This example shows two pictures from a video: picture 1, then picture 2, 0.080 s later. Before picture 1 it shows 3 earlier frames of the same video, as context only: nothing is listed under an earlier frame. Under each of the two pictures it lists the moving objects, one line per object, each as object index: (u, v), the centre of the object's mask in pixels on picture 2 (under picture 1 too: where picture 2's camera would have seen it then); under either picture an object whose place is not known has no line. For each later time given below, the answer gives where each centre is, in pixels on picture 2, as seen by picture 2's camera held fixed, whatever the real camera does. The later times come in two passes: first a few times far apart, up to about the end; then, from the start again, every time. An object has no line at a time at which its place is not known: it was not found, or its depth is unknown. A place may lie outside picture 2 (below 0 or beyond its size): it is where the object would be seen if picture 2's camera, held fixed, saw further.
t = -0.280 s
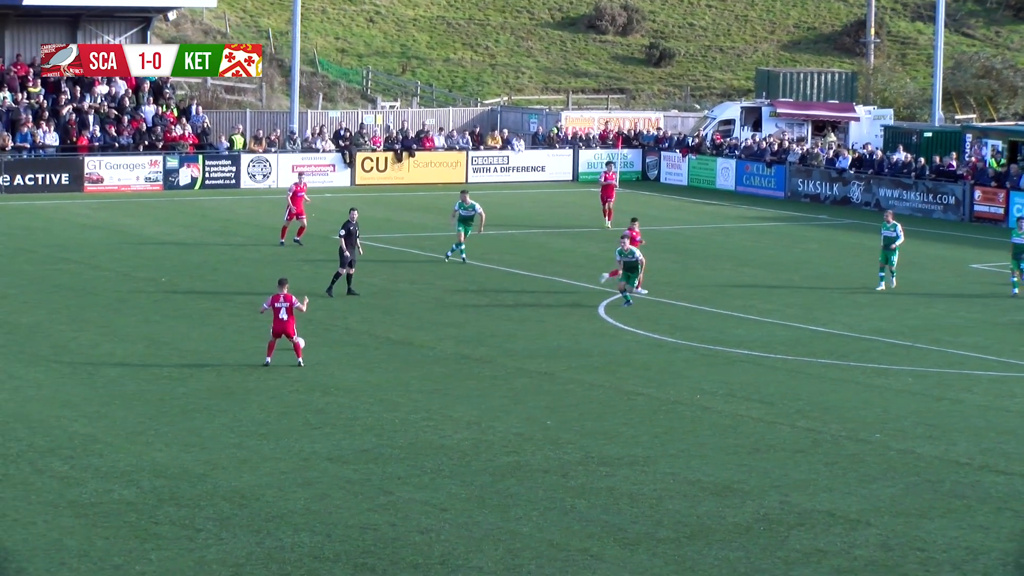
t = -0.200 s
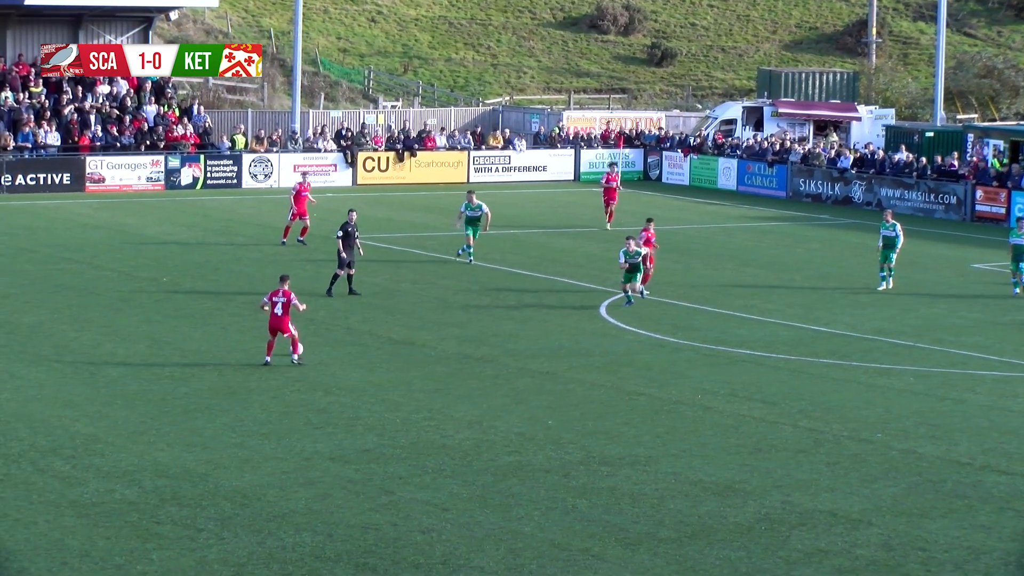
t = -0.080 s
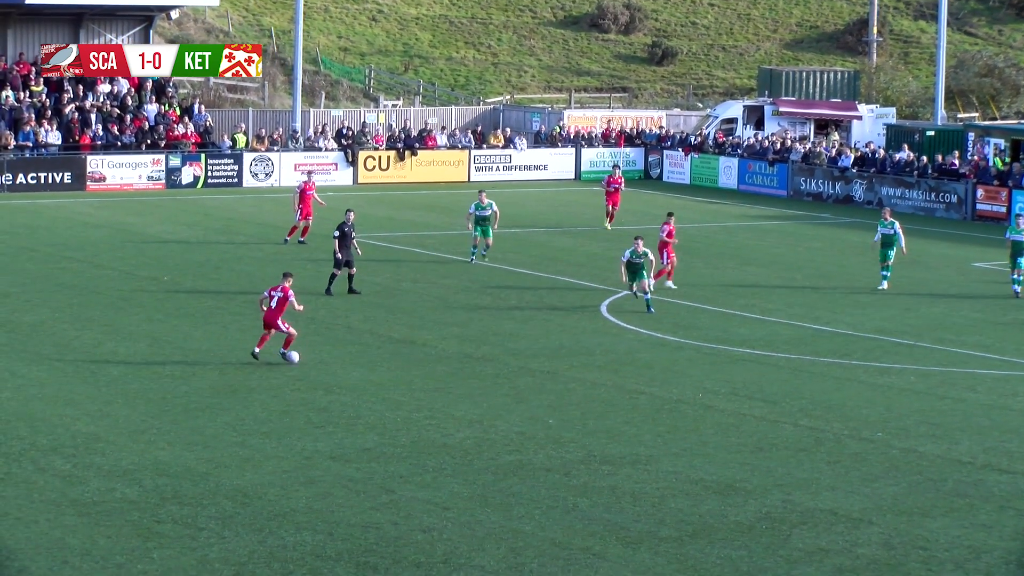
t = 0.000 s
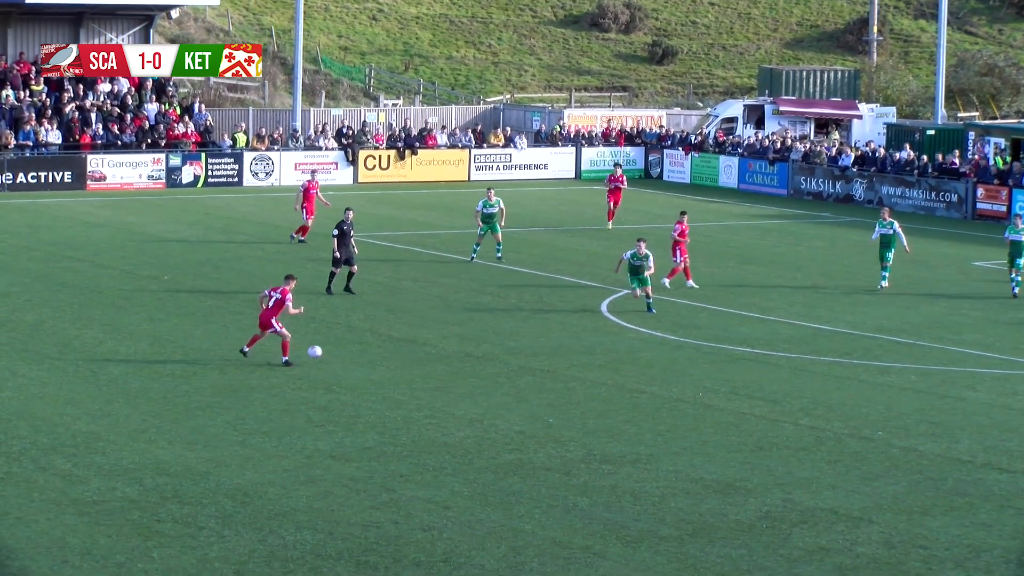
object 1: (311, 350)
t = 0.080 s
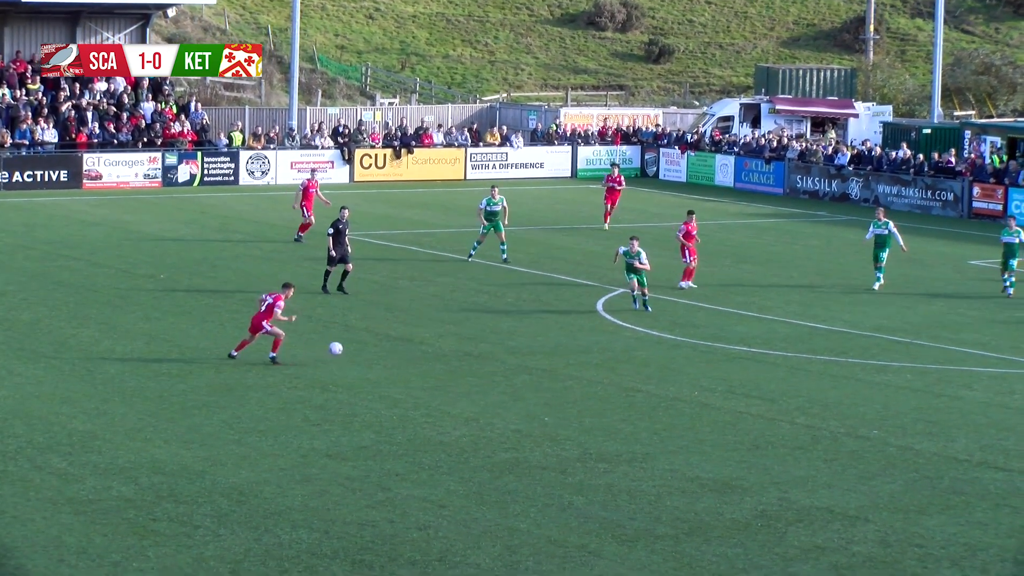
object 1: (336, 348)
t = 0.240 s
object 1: (385, 355)
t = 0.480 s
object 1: (441, 364)
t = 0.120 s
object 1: (348, 349)
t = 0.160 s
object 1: (360, 350)
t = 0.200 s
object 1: (373, 352)
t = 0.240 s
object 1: (385, 355)
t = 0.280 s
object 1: (397, 359)
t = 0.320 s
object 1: (409, 364)
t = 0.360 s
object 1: (418, 363)
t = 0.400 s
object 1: (425, 363)
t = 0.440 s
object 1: (433, 363)
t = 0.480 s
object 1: (441, 364)
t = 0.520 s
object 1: (449, 366)
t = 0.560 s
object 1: (457, 369)
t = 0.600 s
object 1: (464, 369)
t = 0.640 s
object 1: (470, 369)
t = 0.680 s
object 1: (476, 370)
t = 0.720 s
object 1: (483, 372)
